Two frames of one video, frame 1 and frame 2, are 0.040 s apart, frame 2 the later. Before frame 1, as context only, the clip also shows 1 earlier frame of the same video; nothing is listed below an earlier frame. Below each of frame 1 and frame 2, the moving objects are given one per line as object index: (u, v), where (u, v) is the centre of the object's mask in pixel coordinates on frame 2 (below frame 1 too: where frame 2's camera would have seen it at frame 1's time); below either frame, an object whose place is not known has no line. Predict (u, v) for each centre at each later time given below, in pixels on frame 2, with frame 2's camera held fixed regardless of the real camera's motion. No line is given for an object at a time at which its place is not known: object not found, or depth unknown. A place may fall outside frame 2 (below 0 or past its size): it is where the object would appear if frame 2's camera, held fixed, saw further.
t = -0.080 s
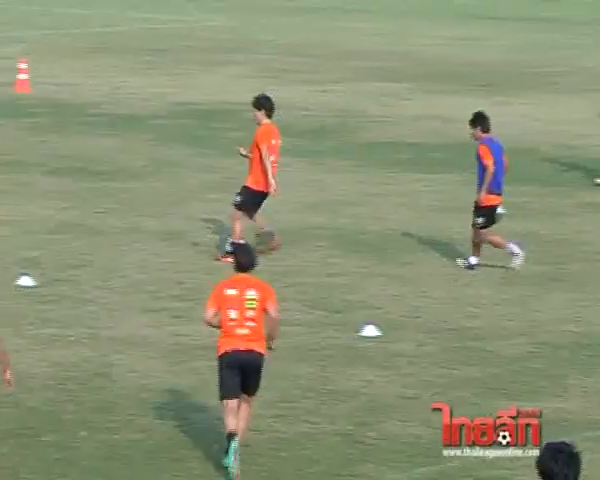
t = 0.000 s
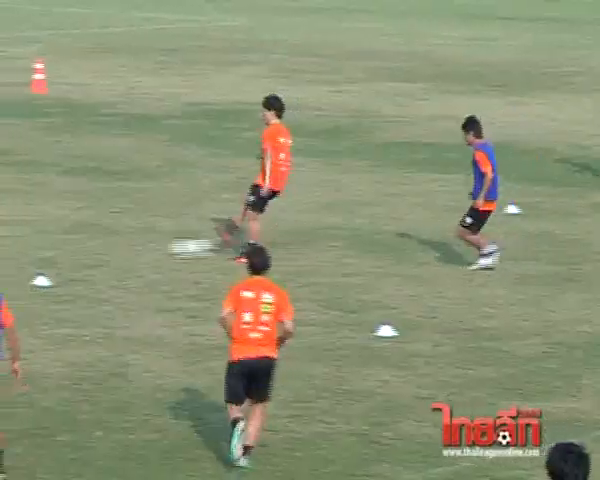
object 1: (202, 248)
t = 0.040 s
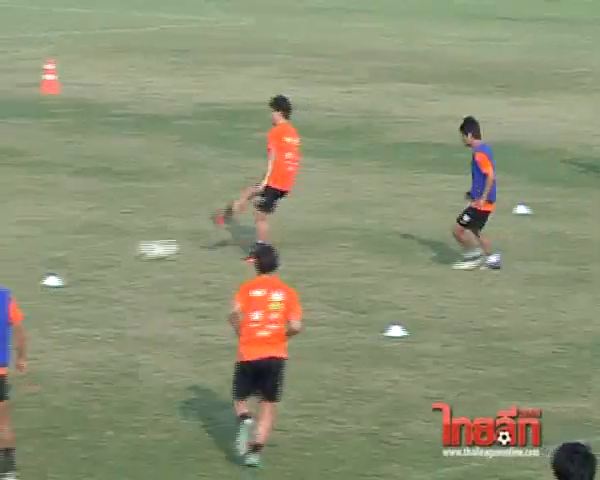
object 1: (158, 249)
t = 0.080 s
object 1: (116, 251)
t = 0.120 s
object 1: (71, 253)
